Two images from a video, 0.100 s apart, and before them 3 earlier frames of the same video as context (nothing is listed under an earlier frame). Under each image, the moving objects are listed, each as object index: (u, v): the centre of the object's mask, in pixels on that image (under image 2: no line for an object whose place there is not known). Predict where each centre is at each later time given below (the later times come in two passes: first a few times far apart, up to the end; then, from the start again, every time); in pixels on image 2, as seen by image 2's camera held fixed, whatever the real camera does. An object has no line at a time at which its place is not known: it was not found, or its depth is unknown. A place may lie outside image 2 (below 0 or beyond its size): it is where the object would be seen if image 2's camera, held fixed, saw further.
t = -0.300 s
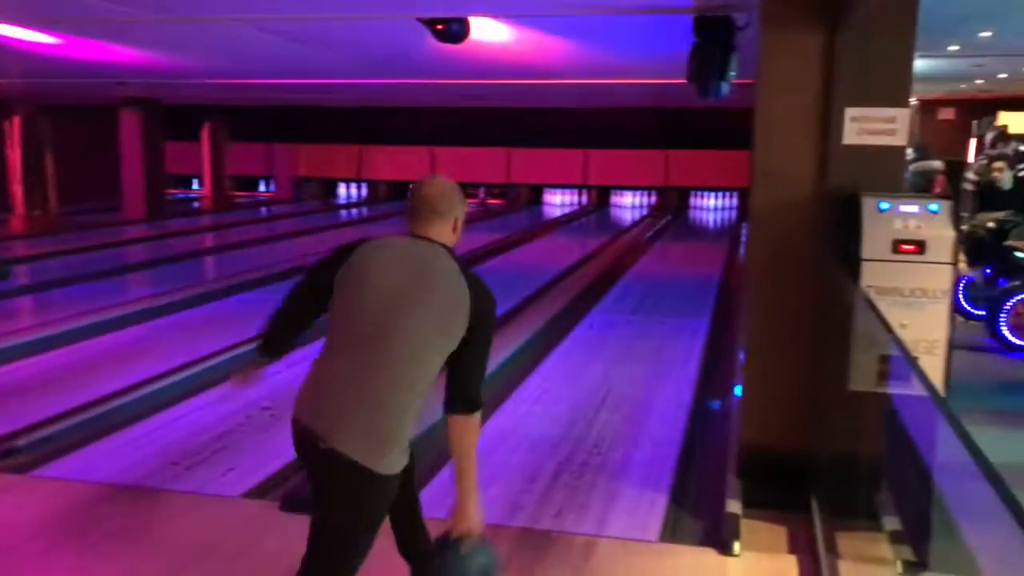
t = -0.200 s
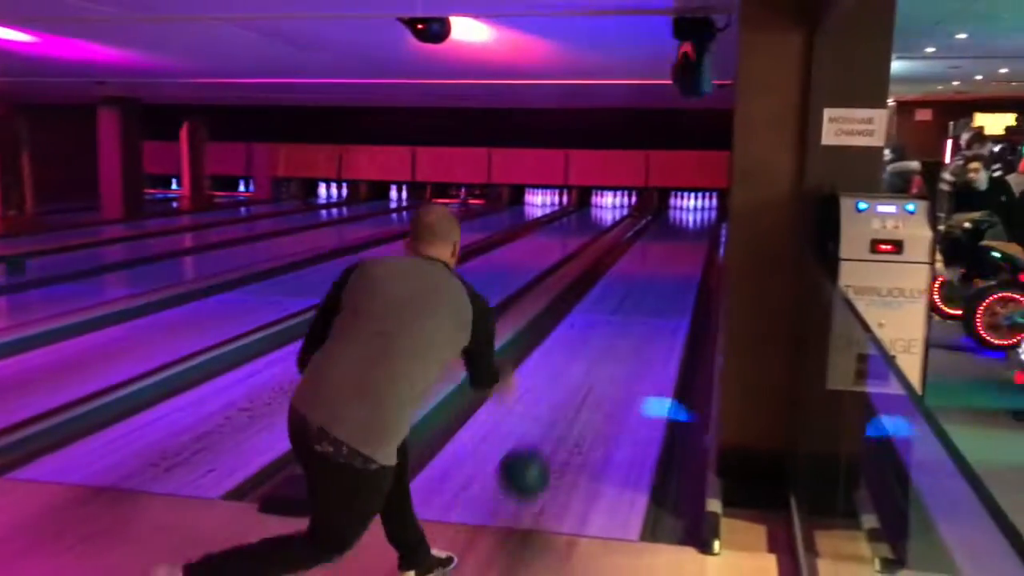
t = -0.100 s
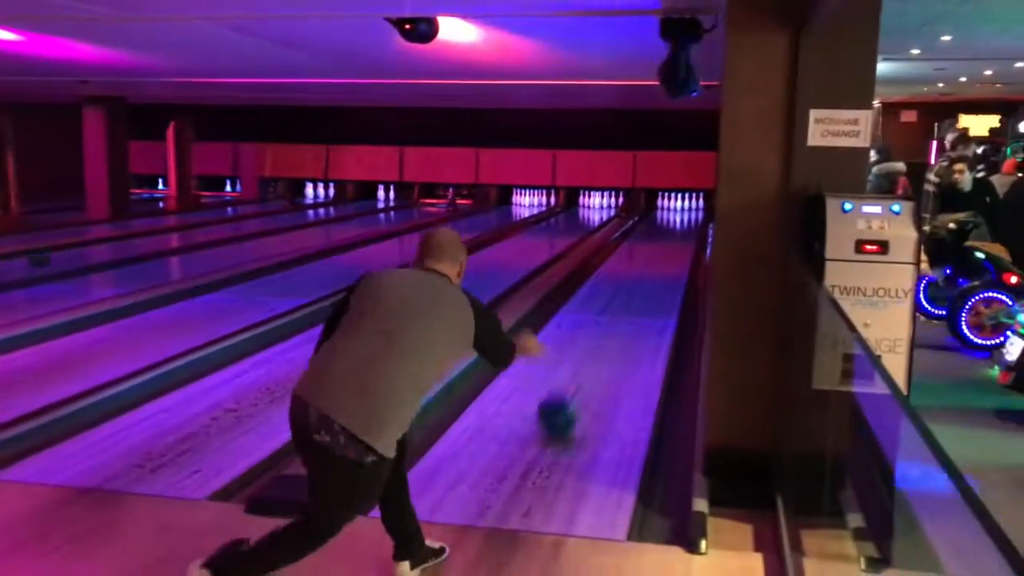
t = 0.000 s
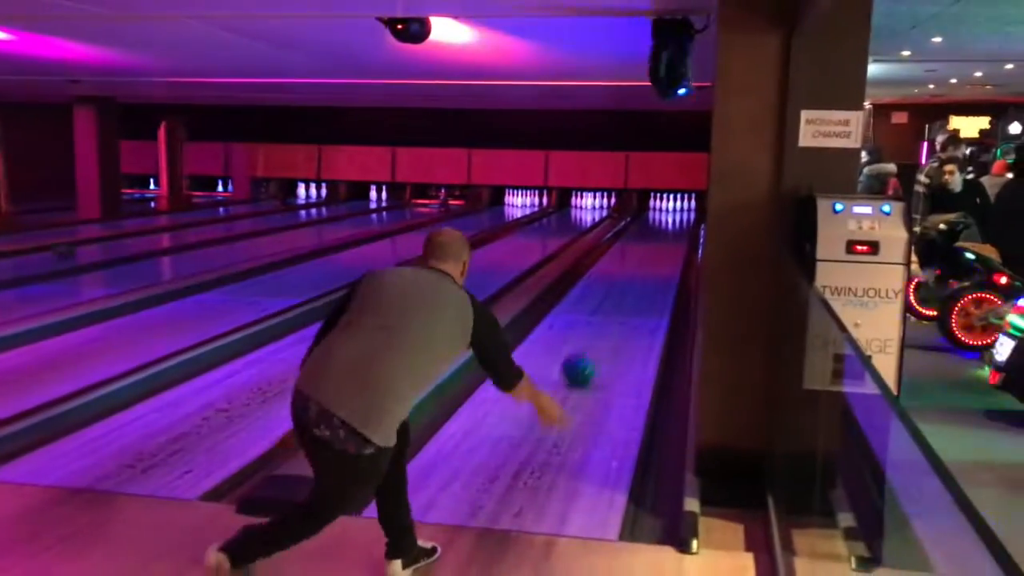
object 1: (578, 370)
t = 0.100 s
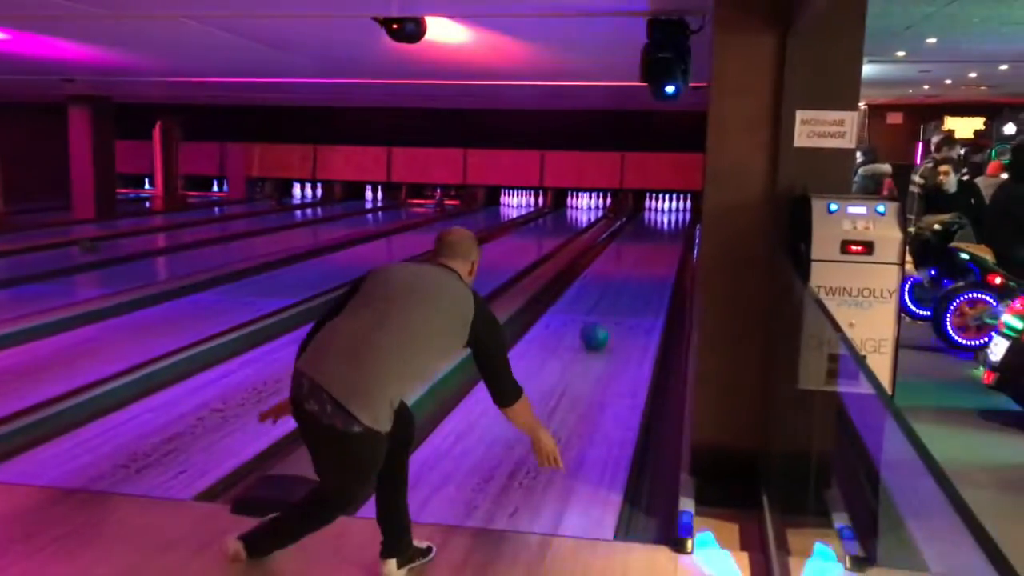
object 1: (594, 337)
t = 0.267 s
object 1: (618, 301)
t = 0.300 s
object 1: (623, 294)
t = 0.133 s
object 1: (600, 330)
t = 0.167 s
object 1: (604, 321)
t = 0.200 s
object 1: (609, 316)
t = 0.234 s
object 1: (612, 310)
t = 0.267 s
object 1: (618, 301)
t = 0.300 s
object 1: (623, 294)
